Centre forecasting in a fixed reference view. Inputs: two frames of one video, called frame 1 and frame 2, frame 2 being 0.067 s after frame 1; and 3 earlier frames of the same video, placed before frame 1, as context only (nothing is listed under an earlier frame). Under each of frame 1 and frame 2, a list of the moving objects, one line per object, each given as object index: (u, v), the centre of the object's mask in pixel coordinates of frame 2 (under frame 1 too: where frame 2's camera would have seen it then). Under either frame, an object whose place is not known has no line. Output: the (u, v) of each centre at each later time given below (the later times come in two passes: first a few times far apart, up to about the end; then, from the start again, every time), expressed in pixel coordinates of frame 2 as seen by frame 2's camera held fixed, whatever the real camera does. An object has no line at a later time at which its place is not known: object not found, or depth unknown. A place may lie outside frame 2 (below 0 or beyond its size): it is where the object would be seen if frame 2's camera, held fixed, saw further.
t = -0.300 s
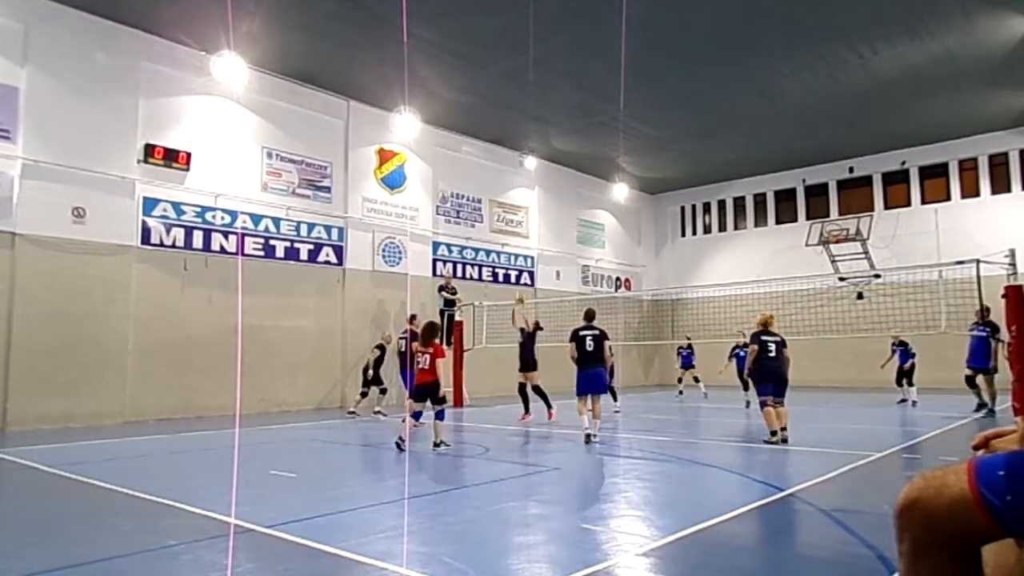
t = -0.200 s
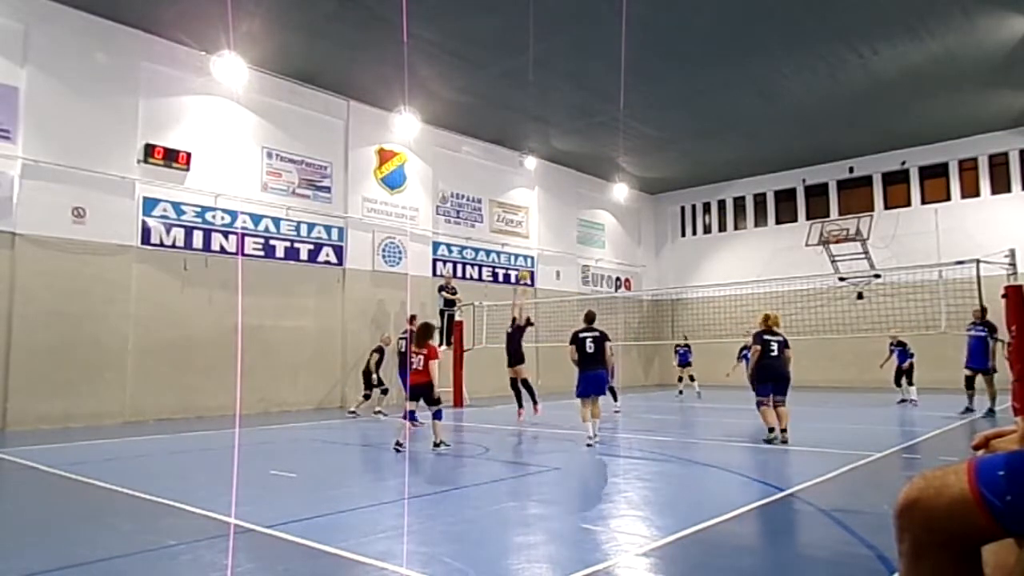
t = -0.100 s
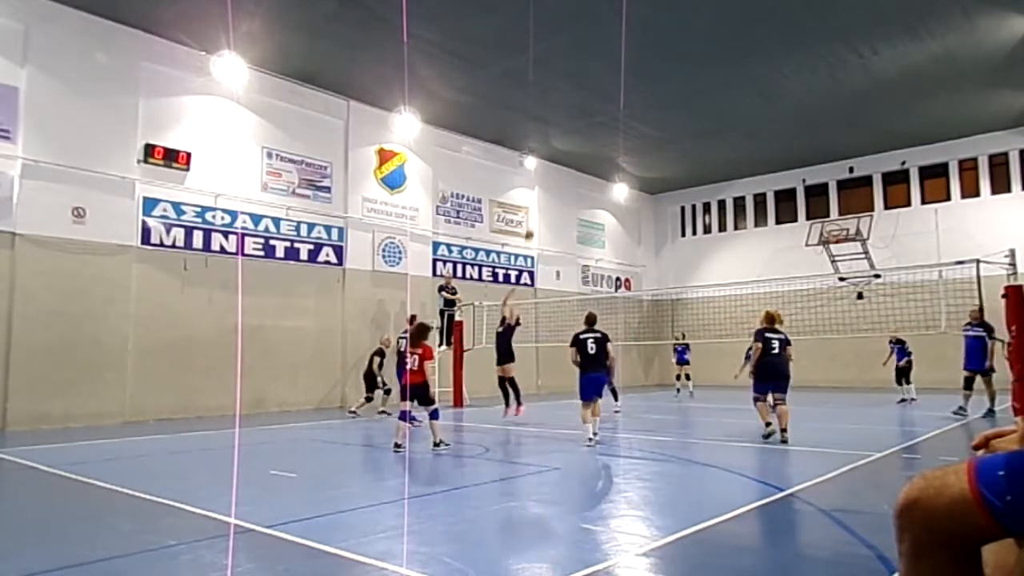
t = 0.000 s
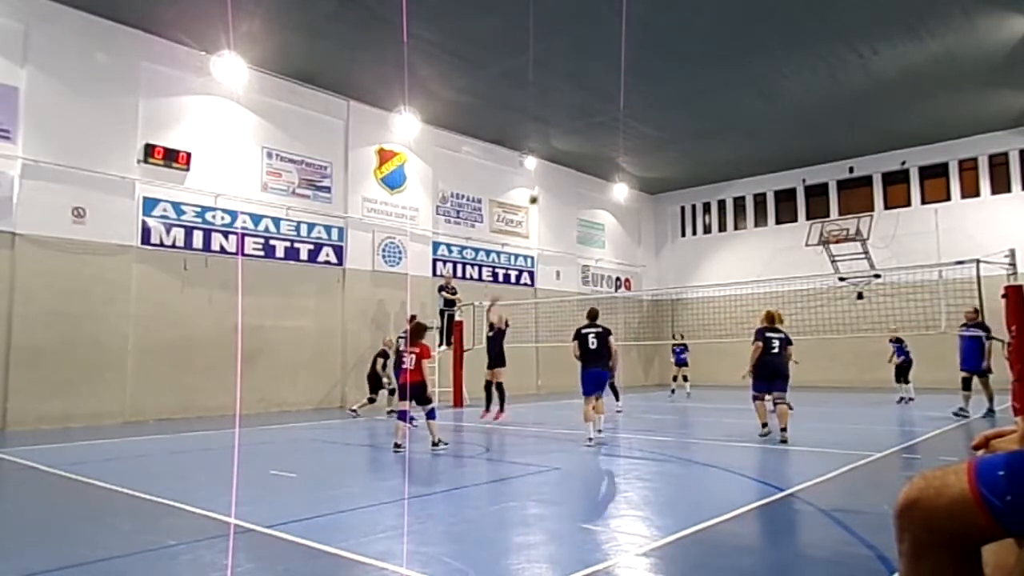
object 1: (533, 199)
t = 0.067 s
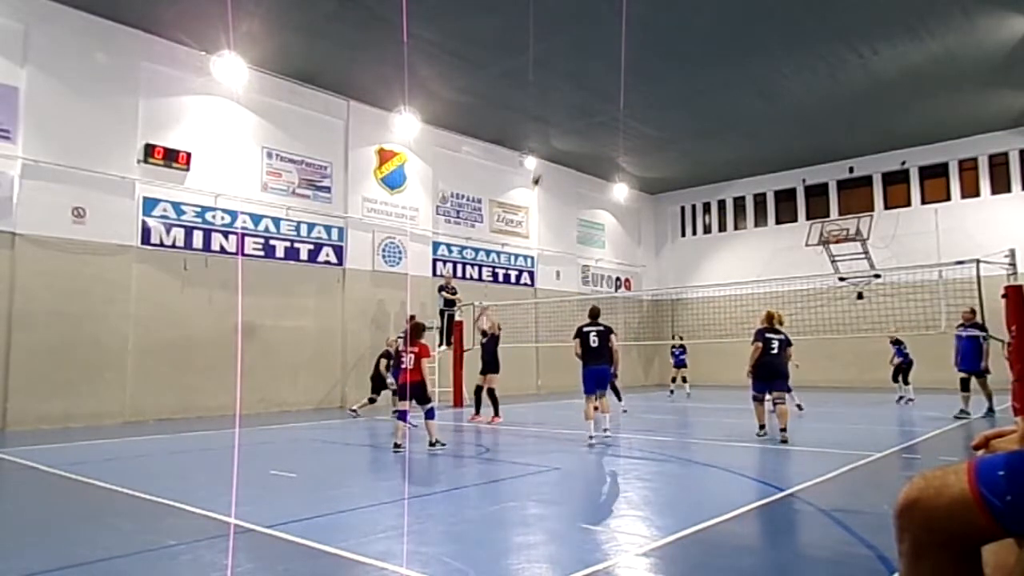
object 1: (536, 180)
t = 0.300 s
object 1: (546, 129)
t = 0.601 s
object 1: (562, 108)
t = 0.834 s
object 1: (572, 126)
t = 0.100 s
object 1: (538, 172)
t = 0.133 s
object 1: (540, 164)
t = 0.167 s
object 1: (543, 156)
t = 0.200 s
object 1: (542, 147)
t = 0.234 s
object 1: (544, 140)
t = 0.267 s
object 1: (545, 134)
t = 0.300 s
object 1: (546, 129)
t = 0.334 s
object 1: (547, 124)
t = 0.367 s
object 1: (549, 120)
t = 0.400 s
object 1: (552, 116)
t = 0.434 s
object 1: (553, 113)
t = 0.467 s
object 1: (555, 111)
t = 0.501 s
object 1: (556, 109)
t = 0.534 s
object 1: (558, 108)
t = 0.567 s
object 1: (560, 108)
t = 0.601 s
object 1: (562, 108)
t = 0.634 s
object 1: (563, 108)
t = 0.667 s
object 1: (565, 109)
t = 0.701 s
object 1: (566, 111)
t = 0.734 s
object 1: (568, 114)
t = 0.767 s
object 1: (570, 117)
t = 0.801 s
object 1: (571, 121)
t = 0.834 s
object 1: (572, 126)
